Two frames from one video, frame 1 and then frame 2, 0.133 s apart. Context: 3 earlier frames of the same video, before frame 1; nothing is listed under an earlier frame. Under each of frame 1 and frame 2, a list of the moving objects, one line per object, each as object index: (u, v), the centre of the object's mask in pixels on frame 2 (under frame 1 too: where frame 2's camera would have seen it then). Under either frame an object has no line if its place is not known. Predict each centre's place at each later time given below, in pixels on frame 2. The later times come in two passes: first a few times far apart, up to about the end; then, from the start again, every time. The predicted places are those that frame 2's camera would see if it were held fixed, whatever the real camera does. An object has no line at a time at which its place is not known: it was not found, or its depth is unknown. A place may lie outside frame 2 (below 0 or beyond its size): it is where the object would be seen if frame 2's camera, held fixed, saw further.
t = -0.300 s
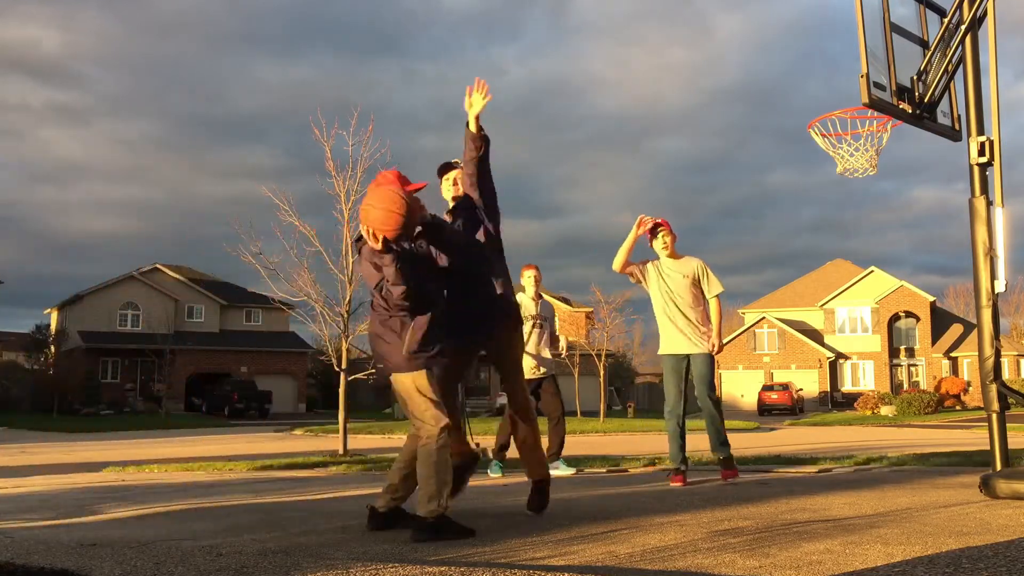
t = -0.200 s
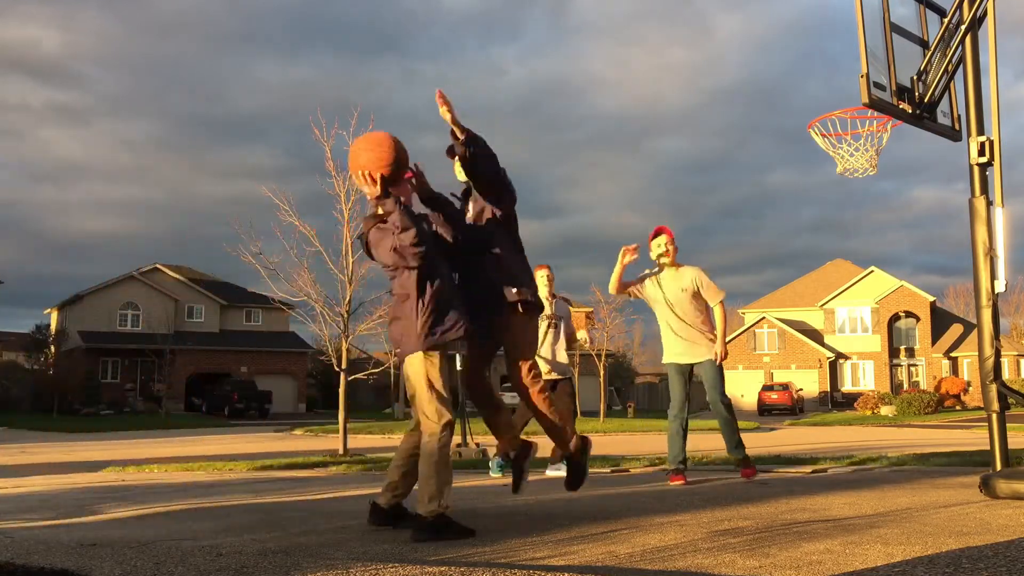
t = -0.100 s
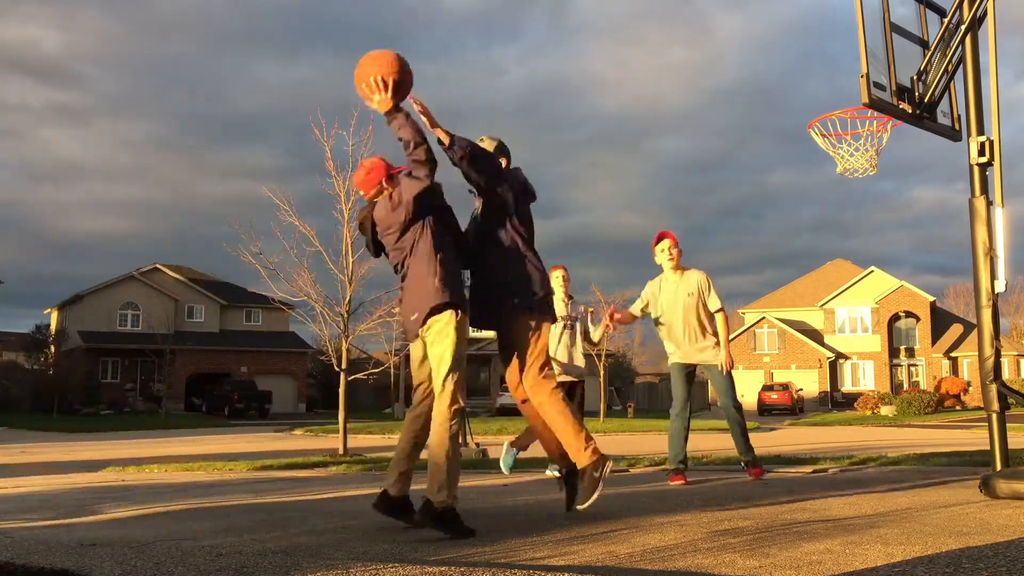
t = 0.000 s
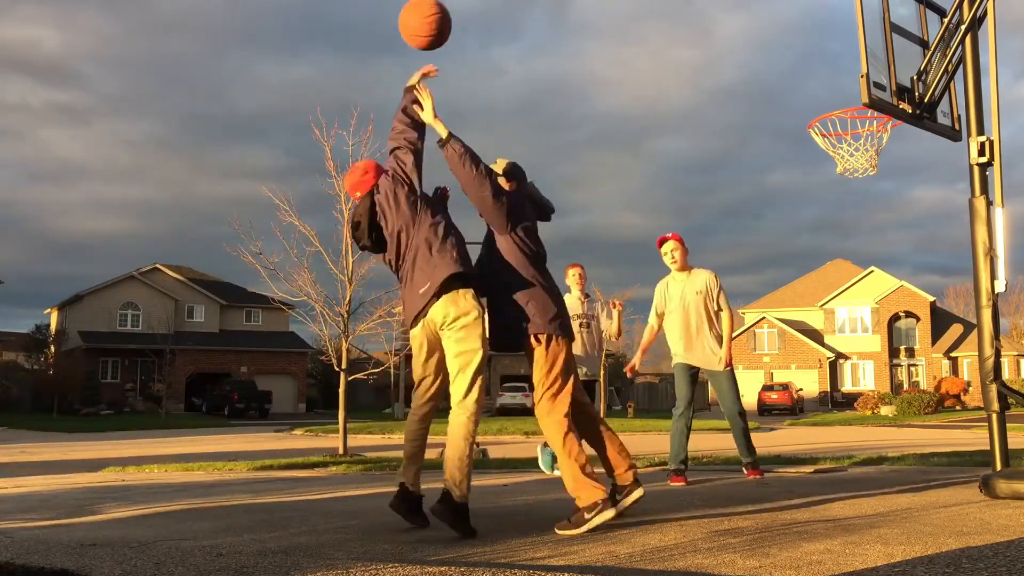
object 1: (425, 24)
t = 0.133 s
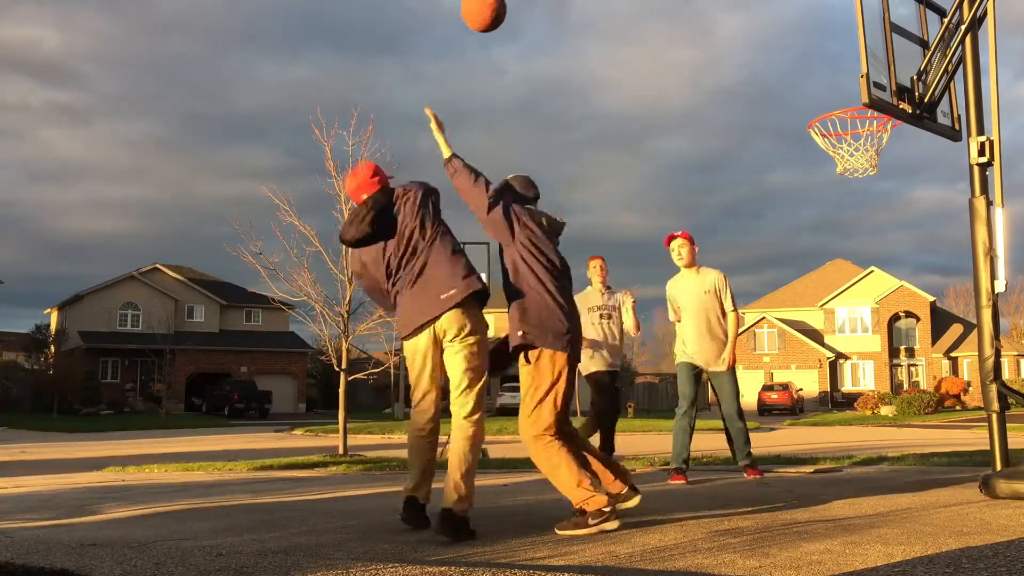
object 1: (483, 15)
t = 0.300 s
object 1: (536, 32)
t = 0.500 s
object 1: (583, 98)
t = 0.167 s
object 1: (496, 15)
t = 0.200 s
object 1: (507, 16)
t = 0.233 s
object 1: (517, 19)
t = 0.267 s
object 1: (527, 24)
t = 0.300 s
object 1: (536, 32)
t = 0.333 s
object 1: (545, 40)
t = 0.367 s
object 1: (553, 49)
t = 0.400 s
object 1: (561, 60)
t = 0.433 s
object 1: (569, 71)
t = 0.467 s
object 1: (576, 85)
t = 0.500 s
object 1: (583, 98)
